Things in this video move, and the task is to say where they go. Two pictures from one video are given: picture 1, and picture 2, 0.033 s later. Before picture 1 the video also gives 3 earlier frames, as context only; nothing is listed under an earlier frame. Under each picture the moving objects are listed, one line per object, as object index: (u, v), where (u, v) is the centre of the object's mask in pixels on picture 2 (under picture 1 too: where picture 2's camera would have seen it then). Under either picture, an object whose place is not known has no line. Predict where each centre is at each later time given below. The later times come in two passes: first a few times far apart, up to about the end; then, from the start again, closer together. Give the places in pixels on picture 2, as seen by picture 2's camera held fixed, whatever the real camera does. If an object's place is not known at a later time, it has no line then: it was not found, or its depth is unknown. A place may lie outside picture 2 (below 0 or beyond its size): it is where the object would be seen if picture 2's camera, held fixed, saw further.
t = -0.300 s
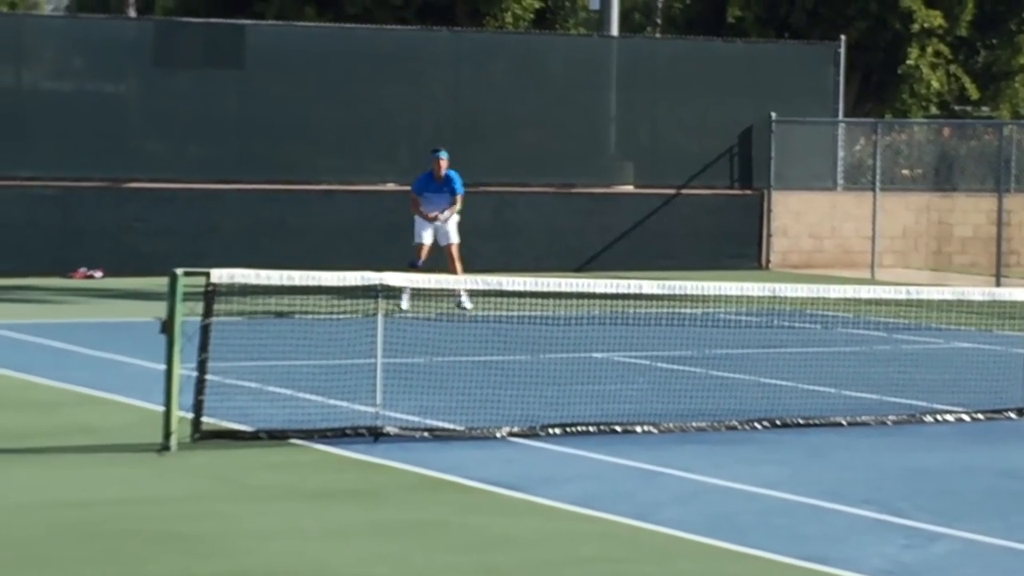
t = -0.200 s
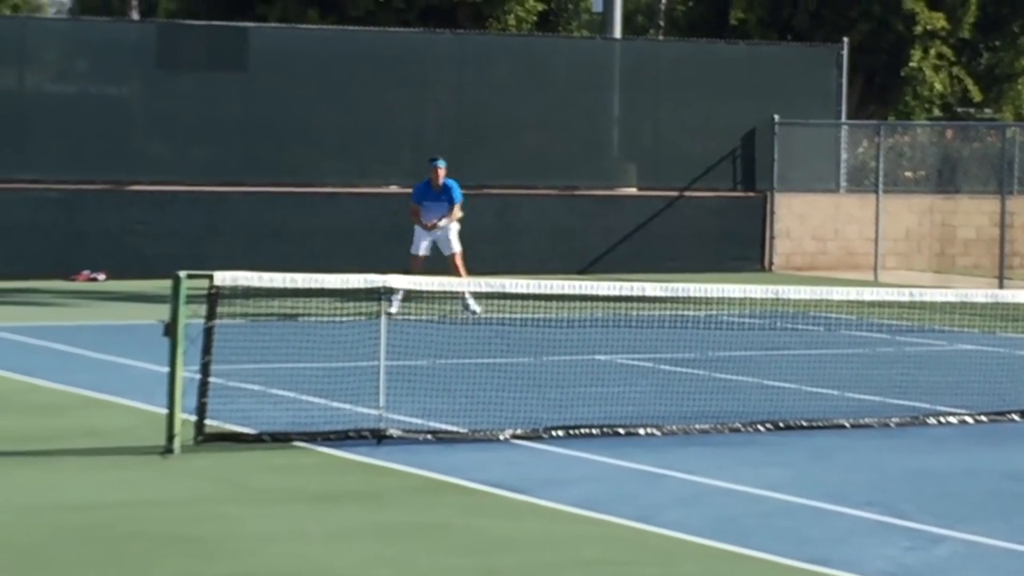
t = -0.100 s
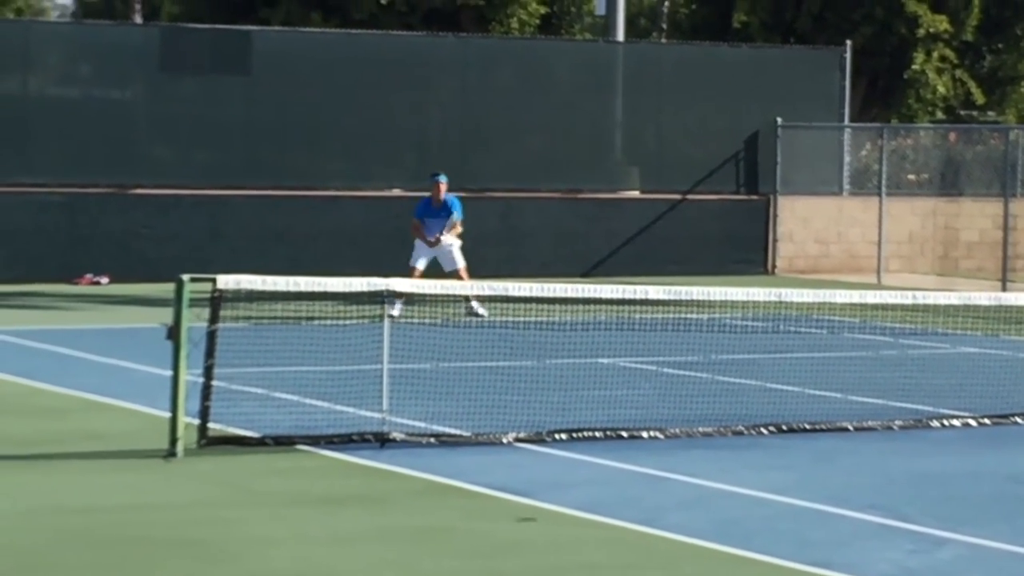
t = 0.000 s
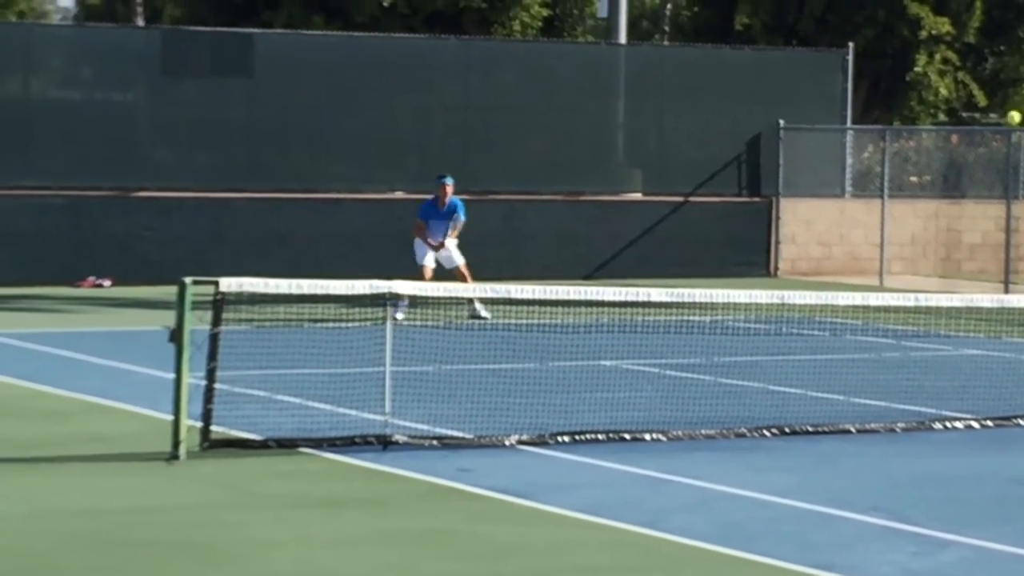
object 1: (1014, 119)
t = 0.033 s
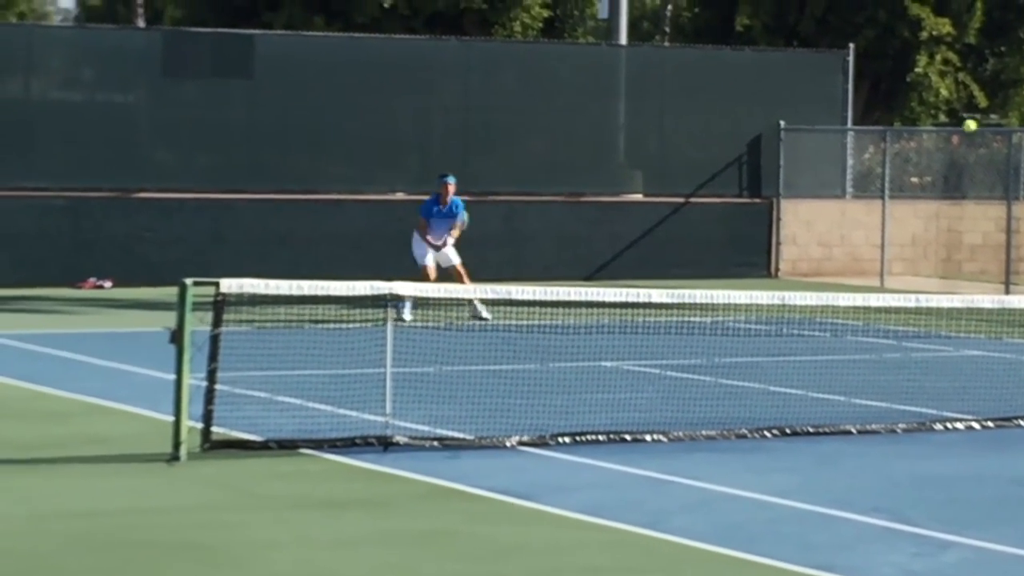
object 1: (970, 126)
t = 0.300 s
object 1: (716, 222)
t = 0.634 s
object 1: (552, 283)
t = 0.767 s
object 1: (523, 228)
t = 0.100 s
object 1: (892, 144)
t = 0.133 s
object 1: (857, 155)
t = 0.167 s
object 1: (825, 167)
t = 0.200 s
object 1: (795, 180)
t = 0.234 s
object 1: (767, 193)
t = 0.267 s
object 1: (740, 207)
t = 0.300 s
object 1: (716, 222)
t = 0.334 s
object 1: (692, 237)
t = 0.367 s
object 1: (670, 253)
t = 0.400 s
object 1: (650, 269)
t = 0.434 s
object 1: (630, 285)
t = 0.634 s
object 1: (552, 283)
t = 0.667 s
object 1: (544, 267)
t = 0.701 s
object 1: (537, 252)
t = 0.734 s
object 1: (529, 239)
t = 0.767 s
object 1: (523, 228)
